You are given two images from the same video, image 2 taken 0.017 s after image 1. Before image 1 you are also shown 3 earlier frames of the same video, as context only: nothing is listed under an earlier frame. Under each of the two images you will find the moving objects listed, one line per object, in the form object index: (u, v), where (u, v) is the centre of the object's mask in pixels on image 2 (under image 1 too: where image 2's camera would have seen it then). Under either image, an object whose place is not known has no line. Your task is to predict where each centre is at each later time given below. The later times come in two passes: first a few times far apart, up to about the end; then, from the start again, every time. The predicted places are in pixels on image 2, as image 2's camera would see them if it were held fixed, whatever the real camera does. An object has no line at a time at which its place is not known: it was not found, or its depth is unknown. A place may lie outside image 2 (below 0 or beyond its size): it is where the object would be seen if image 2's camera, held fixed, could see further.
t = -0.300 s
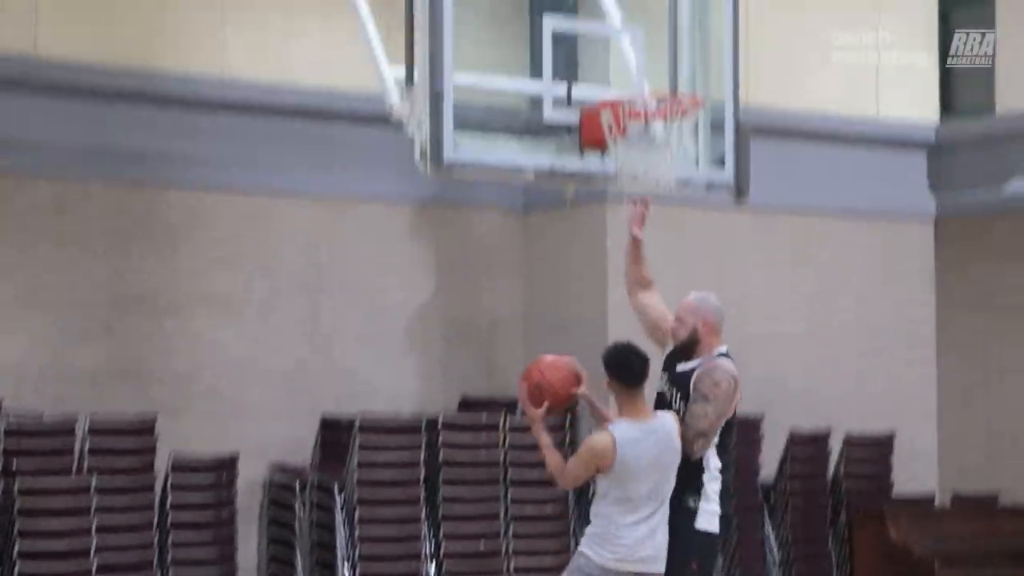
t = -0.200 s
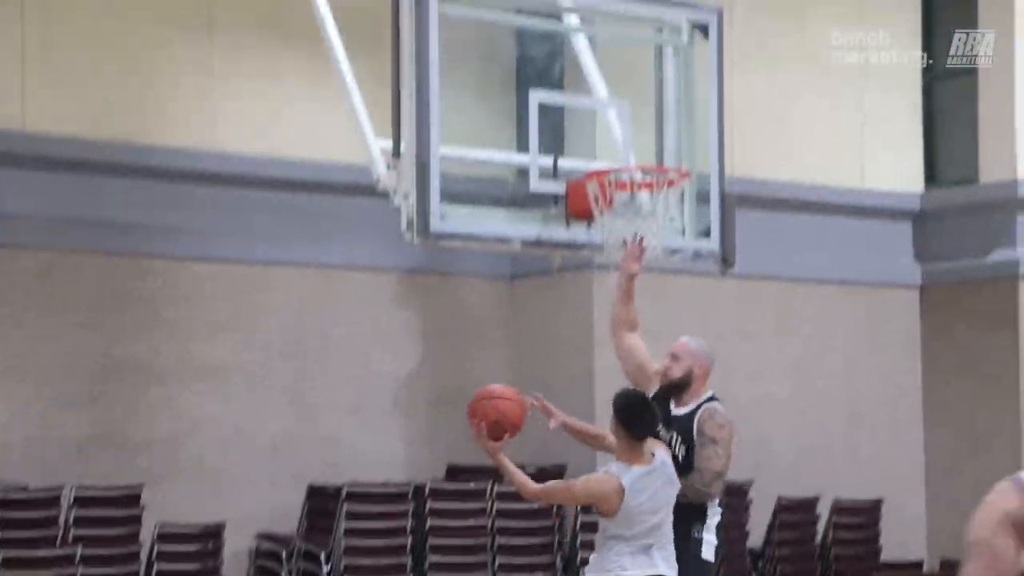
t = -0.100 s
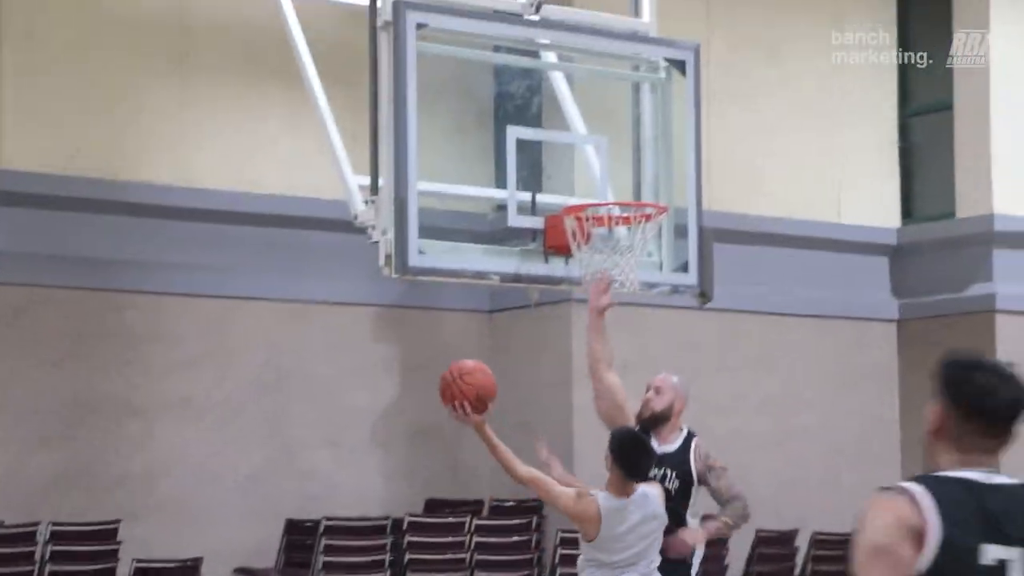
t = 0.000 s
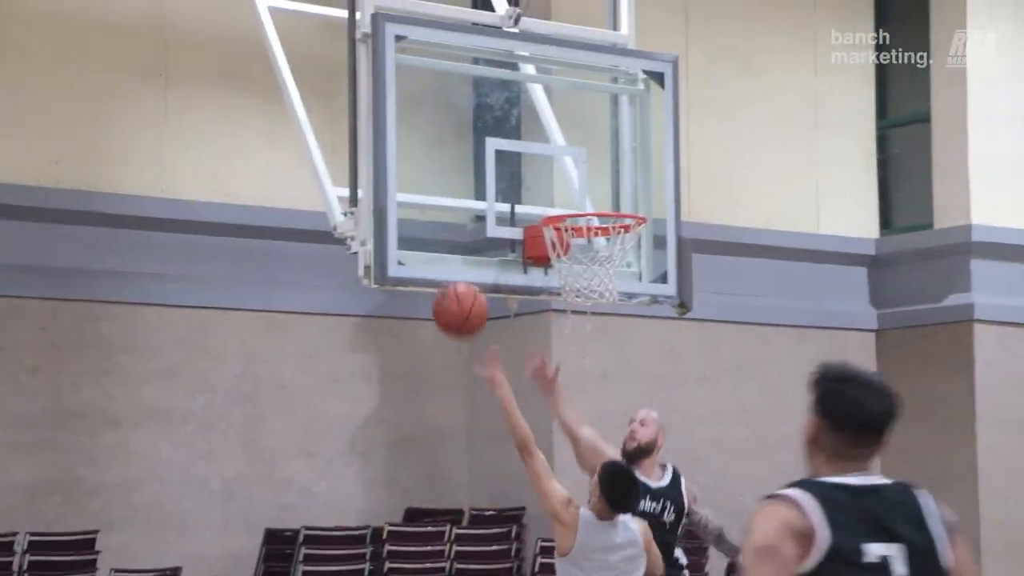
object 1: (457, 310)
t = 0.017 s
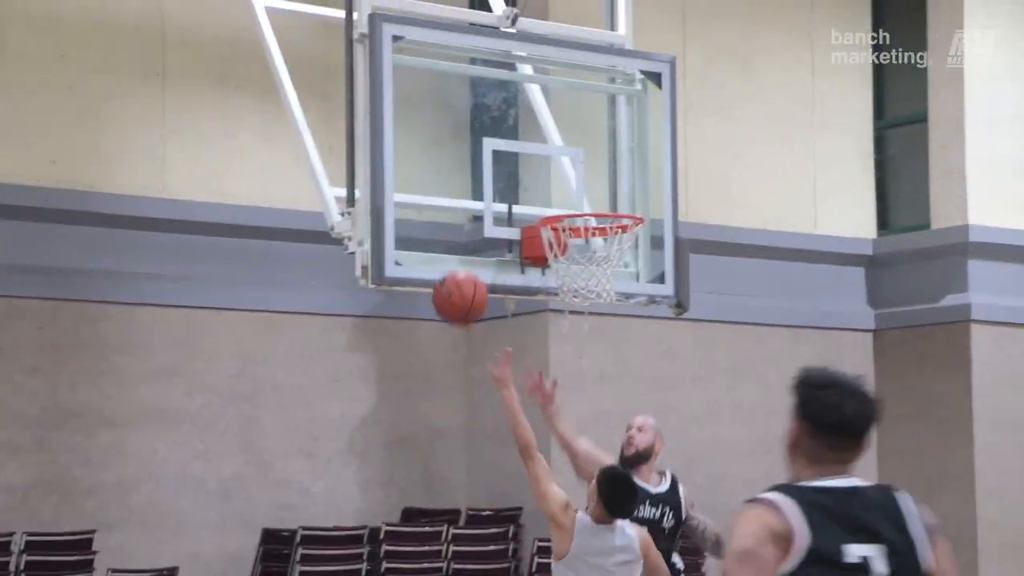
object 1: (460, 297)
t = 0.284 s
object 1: (497, 181)
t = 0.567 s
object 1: (610, 226)
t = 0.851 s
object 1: (557, 306)
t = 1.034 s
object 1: (550, 393)
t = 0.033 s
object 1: (462, 285)
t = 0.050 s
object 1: (466, 271)
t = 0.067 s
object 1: (468, 259)
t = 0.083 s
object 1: (470, 249)
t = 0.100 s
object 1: (472, 241)
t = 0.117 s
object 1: (474, 233)
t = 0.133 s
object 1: (476, 225)
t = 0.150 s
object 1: (479, 217)
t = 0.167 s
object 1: (481, 210)
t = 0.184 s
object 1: (484, 204)
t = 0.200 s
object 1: (485, 198)
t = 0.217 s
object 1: (487, 194)
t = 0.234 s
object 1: (490, 189)
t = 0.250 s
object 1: (493, 186)
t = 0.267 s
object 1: (495, 183)
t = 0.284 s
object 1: (497, 181)
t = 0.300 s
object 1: (502, 179)
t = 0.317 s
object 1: (510, 178)
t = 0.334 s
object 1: (517, 178)
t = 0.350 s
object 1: (525, 177)
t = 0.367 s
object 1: (533, 178)
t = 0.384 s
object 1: (541, 179)
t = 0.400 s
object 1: (549, 180)
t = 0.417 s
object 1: (557, 182)
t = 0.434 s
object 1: (565, 185)
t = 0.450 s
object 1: (573, 188)
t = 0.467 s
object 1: (581, 191)
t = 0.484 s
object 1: (589, 194)
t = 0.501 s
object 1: (597, 196)
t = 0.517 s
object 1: (605, 199)
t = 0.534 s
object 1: (613, 214)
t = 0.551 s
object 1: (617, 220)
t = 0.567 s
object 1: (610, 226)
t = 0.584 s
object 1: (606, 233)
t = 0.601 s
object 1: (598, 241)
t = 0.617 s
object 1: (591, 247)
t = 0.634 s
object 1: (586, 253)
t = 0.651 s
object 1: (580, 262)
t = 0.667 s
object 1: (574, 269)
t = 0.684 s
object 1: (570, 275)
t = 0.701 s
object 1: (565, 280)
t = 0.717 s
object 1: (562, 283)
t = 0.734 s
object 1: (561, 284)
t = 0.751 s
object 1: (560, 285)
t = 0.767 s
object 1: (559, 287)
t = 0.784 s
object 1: (559, 289)
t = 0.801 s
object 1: (558, 292)
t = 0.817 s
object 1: (558, 296)
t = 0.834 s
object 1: (557, 304)
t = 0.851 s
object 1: (557, 306)
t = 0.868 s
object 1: (556, 311)
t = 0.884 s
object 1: (555, 315)
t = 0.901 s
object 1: (554, 321)
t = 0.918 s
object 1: (554, 328)
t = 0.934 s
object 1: (554, 335)
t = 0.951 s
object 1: (553, 343)
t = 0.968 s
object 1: (552, 352)
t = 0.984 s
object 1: (552, 361)
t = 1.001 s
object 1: (551, 372)
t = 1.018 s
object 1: (551, 382)
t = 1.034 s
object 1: (550, 393)
